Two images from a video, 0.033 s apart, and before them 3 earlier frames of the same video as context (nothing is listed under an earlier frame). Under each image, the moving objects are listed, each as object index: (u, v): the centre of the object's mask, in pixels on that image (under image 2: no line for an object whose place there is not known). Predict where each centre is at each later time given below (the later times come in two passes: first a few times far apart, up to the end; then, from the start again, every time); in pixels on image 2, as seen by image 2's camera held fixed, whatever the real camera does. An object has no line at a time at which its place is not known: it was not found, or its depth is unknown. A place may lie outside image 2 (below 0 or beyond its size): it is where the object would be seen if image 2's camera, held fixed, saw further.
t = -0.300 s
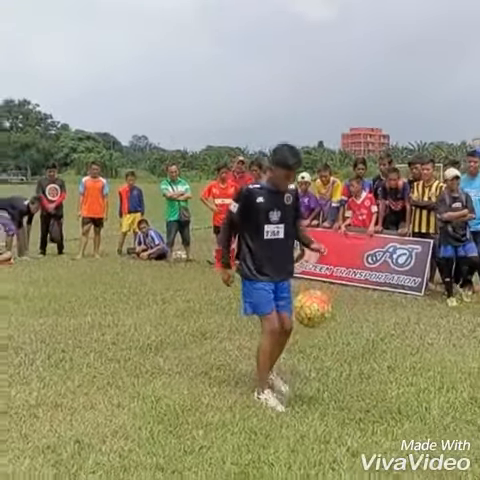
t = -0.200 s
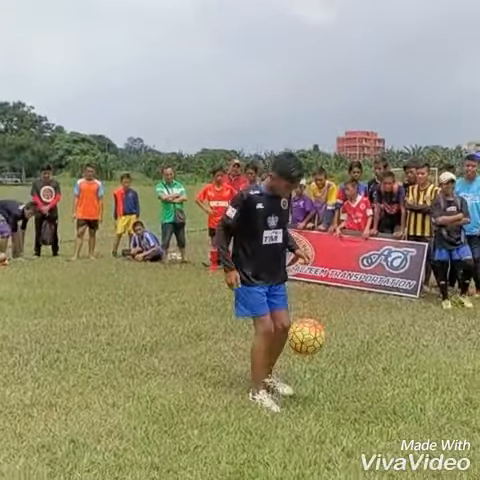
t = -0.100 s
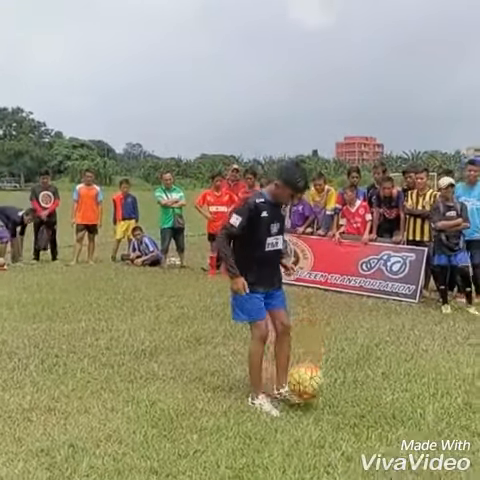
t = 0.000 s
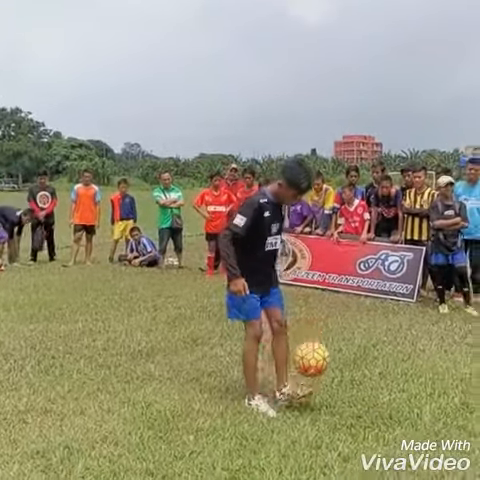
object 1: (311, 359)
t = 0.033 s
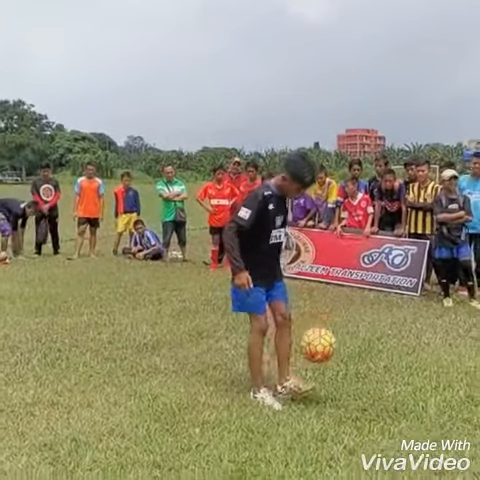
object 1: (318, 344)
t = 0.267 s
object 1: (332, 341)
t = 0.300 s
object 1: (335, 347)
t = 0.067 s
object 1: (320, 338)
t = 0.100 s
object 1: (323, 334)
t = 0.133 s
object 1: (324, 332)
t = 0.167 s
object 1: (326, 331)
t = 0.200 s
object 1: (329, 332)
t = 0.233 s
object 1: (330, 336)
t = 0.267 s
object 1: (332, 341)
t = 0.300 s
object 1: (335, 347)
